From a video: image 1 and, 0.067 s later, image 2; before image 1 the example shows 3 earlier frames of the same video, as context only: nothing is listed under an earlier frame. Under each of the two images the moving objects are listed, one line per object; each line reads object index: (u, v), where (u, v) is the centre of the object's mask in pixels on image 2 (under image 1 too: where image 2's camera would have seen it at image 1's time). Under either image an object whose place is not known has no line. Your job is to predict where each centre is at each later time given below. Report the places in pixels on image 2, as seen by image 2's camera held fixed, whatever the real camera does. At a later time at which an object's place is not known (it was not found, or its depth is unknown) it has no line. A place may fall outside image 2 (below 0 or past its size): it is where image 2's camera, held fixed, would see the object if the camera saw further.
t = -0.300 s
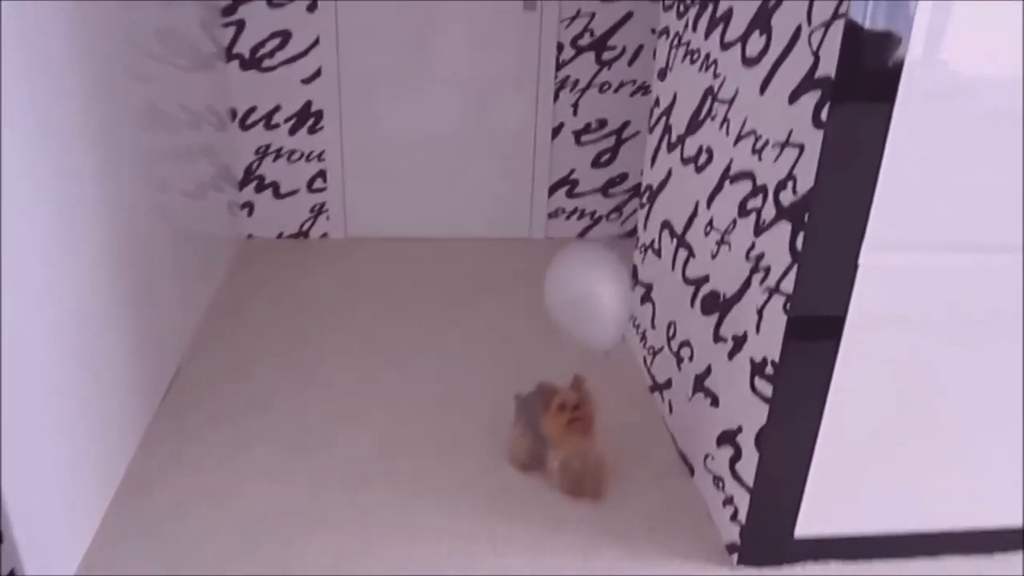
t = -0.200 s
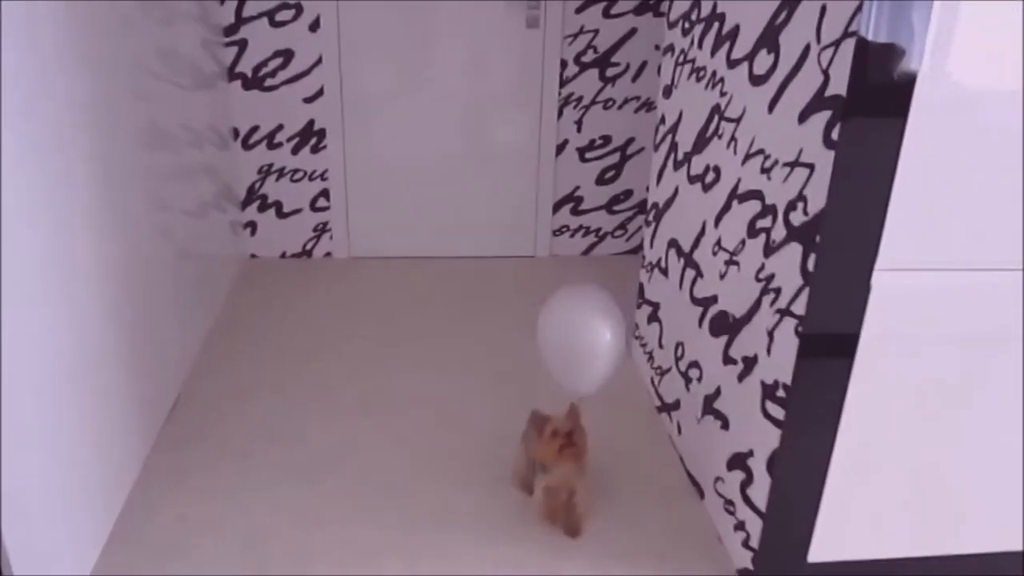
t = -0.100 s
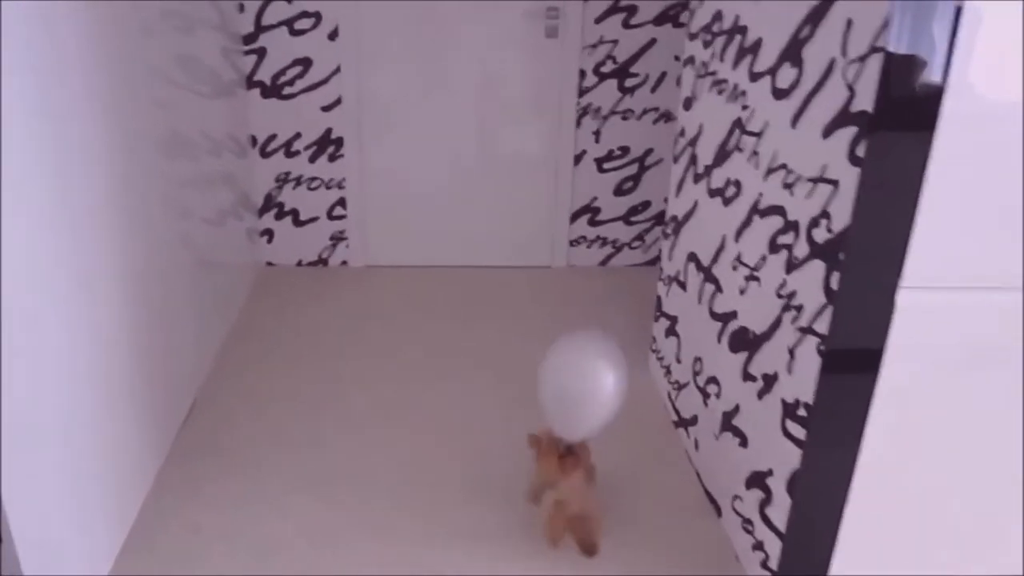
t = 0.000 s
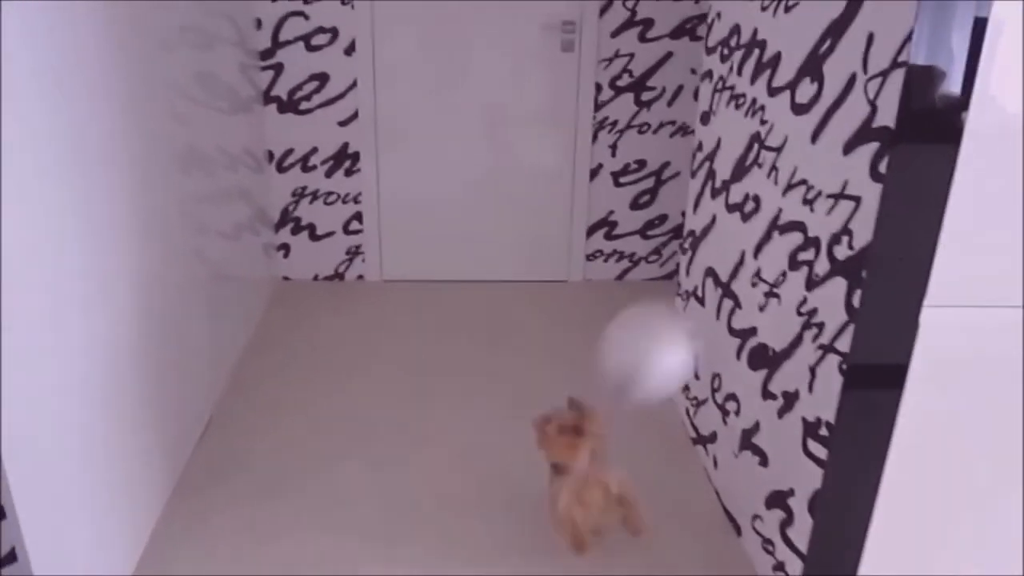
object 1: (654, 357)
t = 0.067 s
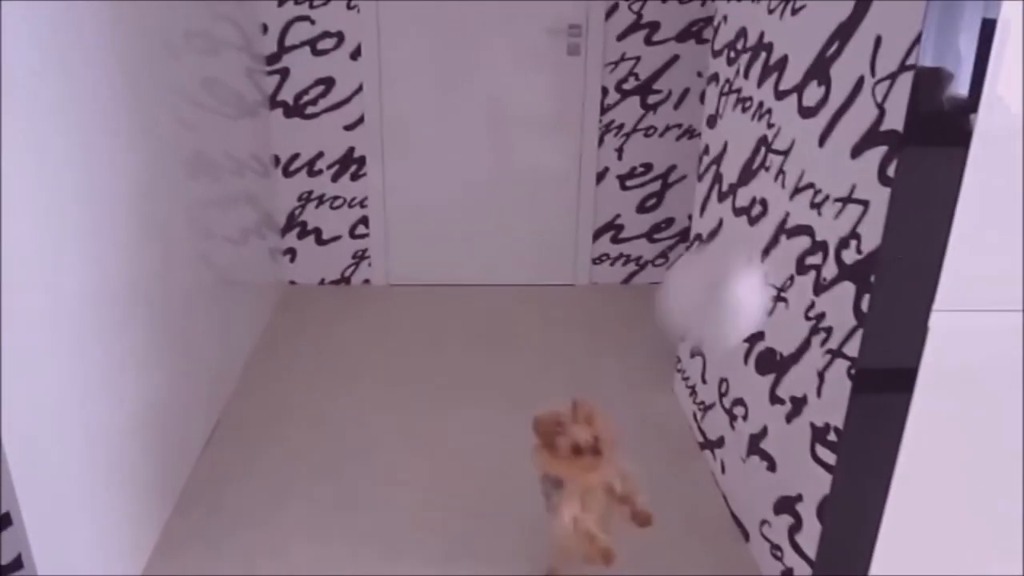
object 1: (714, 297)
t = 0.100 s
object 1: (745, 267)
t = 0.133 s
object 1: (773, 237)
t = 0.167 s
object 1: (805, 209)
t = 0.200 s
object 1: (832, 183)
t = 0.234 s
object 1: (858, 159)
